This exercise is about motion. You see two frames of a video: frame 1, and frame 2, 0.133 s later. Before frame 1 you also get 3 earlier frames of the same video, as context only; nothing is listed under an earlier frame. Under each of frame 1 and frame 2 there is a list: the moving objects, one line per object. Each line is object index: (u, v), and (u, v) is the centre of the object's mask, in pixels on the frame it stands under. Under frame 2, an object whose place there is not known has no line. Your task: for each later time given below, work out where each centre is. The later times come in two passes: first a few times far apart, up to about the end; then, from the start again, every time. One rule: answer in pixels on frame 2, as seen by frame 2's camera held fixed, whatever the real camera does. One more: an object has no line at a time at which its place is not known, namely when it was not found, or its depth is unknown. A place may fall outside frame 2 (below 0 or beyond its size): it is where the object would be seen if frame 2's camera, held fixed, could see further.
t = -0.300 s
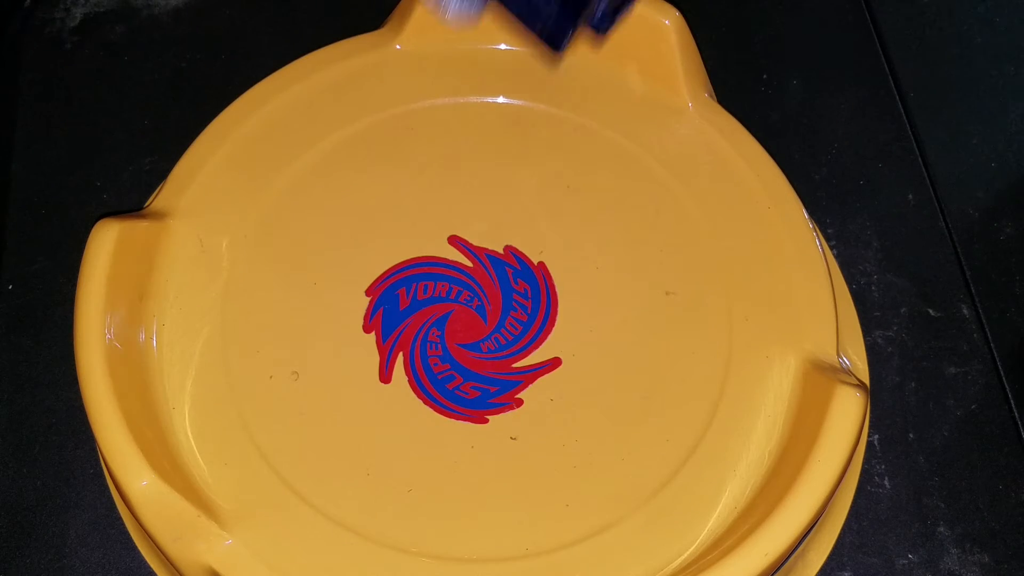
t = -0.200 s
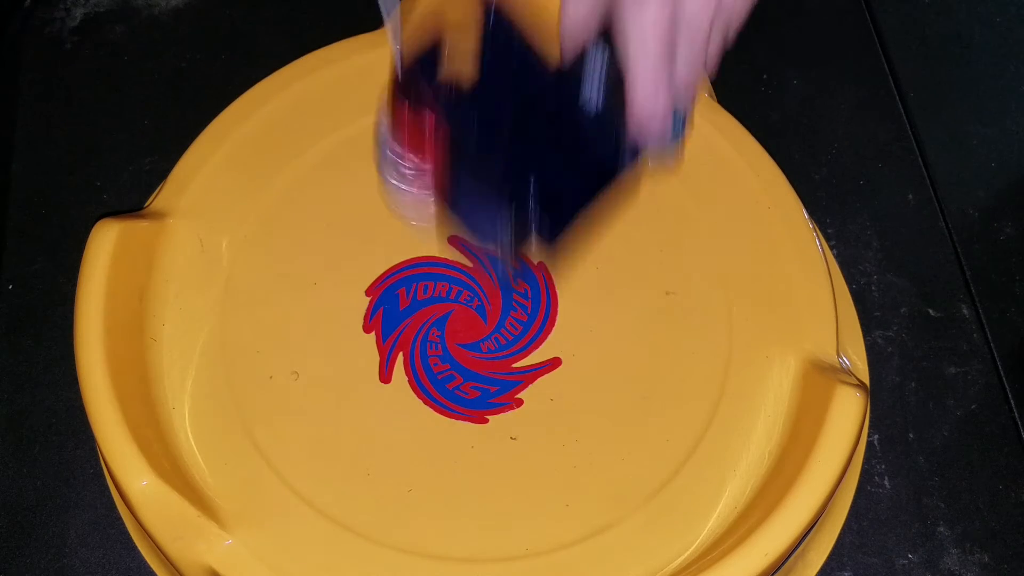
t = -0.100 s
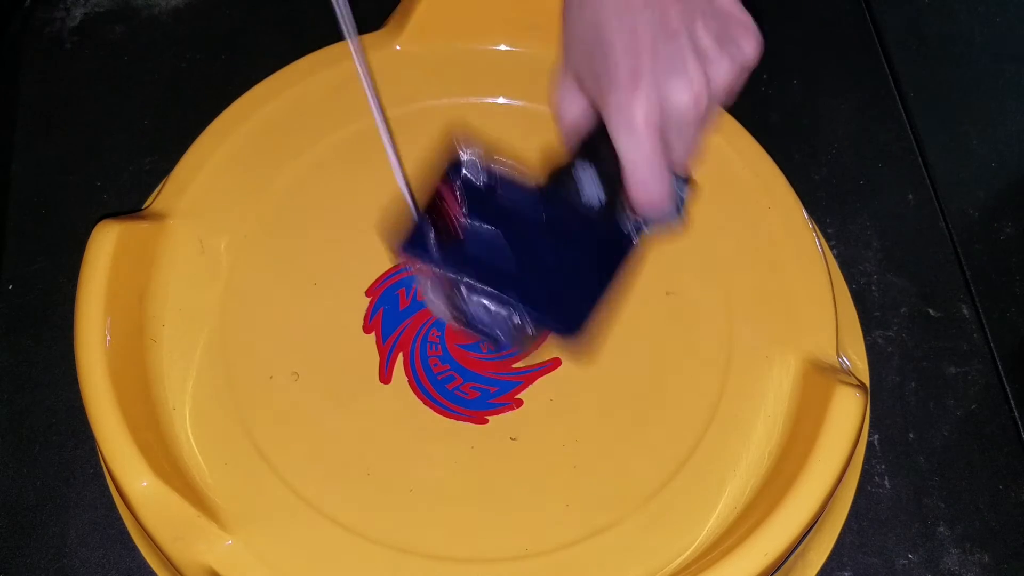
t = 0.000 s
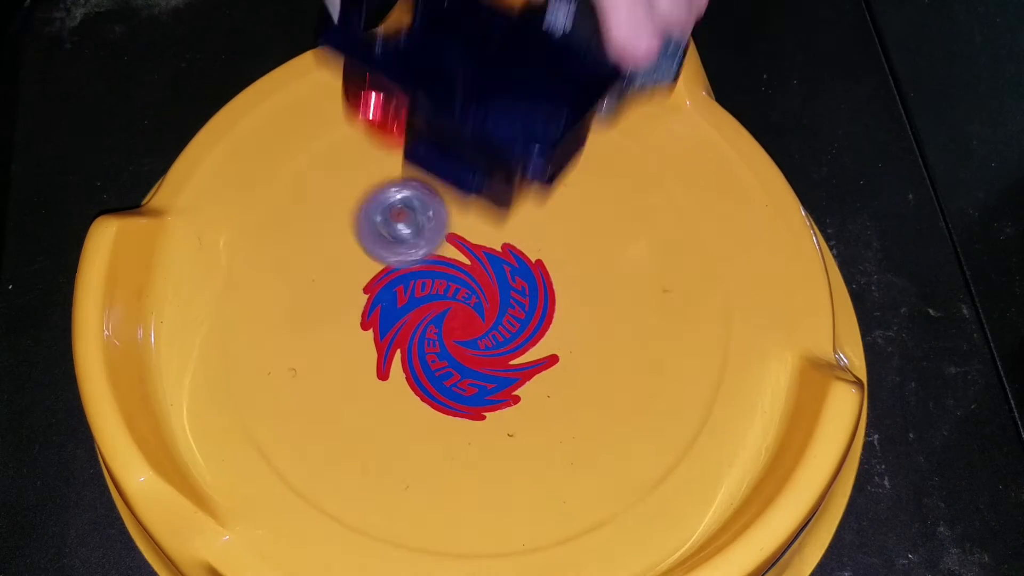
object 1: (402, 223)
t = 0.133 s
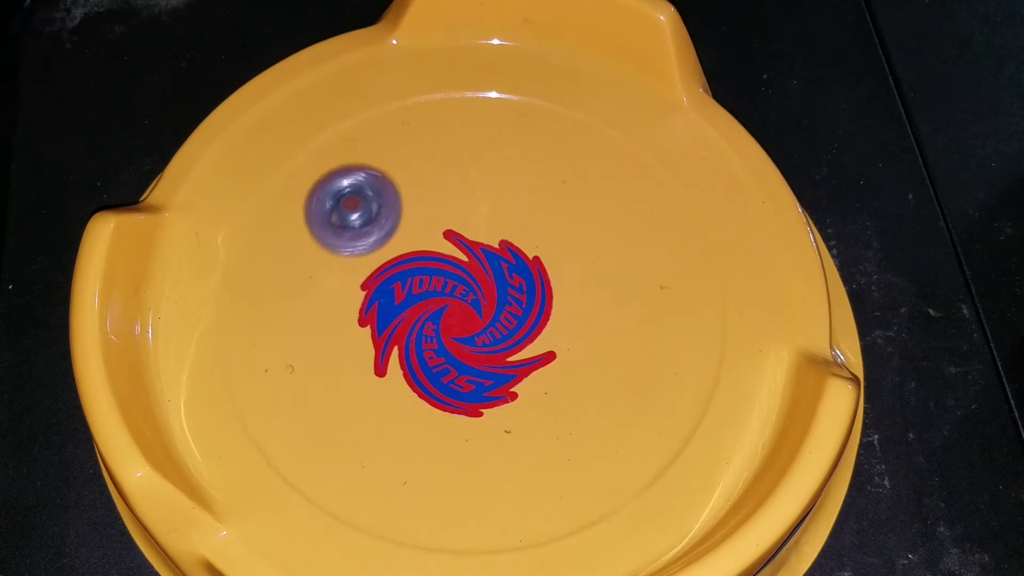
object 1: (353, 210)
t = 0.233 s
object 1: (344, 253)
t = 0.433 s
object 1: (373, 351)
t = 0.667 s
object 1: (457, 396)
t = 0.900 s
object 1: (521, 365)
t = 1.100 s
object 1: (521, 318)
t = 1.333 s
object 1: (473, 287)
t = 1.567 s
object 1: (426, 289)
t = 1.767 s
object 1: (405, 320)
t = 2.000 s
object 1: (435, 341)
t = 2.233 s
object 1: (458, 318)
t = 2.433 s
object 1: (462, 285)
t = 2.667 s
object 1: (444, 261)
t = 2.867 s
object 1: (427, 273)
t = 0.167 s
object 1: (348, 222)
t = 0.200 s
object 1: (345, 236)
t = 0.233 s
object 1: (344, 253)
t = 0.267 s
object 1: (345, 270)
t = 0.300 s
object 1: (349, 289)
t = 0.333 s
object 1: (354, 307)
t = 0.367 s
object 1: (358, 323)
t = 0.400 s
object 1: (364, 338)
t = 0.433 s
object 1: (373, 351)
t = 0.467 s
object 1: (382, 363)
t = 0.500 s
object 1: (393, 373)
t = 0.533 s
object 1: (406, 382)
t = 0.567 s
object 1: (420, 388)
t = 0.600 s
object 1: (433, 392)
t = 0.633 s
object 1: (445, 395)
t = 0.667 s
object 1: (457, 396)
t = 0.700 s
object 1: (469, 395)
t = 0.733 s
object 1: (481, 392)
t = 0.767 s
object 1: (490, 390)
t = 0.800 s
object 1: (500, 385)
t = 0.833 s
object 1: (509, 378)
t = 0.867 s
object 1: (516, 371)
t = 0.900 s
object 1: (521, 365)
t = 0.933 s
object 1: (525, 359)
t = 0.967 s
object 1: (527, 351)
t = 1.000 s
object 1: (529, 343)
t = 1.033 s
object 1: (528, 334)
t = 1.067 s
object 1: (526, 326)
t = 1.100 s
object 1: (521, 318)
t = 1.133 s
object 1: (516, 311)
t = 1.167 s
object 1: (511, 305)
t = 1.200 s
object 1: (505, 300)
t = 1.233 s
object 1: (498, 297)
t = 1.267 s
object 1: (488, 293)
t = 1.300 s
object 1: (480, 290)
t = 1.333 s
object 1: (473, 287)
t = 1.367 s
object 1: (466, 285)
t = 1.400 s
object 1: (459, 284)
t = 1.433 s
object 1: (453, 284)
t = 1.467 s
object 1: (445, 284)
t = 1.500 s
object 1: (439, 284)
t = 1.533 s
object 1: (432, 286)
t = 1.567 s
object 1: (426, 289)
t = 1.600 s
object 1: (420, 293)
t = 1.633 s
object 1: (415, 298)
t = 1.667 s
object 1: (411, 304)
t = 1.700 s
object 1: (407, 310)
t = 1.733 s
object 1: (405, 315)
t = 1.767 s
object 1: (405, 320)
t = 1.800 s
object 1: (406, 326)
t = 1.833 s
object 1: (409, 331)
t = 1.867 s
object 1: (413, 335)
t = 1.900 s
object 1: (418, 339)
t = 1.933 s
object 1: (423, 341)
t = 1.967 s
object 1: (428, 342)
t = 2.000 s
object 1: (435, 341)
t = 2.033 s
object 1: (439, 340)
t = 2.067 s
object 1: (444, 338)
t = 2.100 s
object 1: (448, 336)
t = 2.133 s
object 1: (452, 332)
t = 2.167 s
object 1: (455, 328)
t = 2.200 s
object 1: (456, 323)
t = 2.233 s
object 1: (458, 318)
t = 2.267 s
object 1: (459, 312)
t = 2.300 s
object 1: (460, 309)
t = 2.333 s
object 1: (462, 303)
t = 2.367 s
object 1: (463, 298)
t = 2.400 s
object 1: (463, 292)
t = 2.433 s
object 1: (462, 285)
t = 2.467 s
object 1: (462, 280)
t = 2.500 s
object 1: (461, 275)
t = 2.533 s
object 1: (458, 271)
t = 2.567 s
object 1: (455, 268)
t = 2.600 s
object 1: (452, 265)
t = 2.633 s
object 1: (448, 262)
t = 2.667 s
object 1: (444, 261)
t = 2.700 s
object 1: (439, 261)
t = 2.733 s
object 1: (435, 262)
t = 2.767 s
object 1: (433, 263)
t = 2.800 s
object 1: (430, 266)
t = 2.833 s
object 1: (428, 269)
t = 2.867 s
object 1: (427, 273)
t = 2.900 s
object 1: (426, 277)
